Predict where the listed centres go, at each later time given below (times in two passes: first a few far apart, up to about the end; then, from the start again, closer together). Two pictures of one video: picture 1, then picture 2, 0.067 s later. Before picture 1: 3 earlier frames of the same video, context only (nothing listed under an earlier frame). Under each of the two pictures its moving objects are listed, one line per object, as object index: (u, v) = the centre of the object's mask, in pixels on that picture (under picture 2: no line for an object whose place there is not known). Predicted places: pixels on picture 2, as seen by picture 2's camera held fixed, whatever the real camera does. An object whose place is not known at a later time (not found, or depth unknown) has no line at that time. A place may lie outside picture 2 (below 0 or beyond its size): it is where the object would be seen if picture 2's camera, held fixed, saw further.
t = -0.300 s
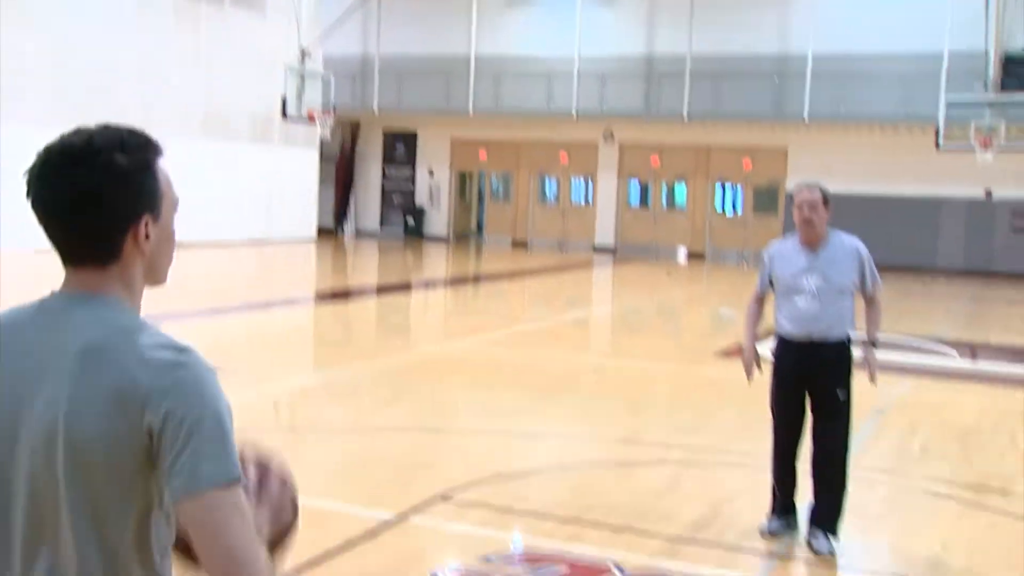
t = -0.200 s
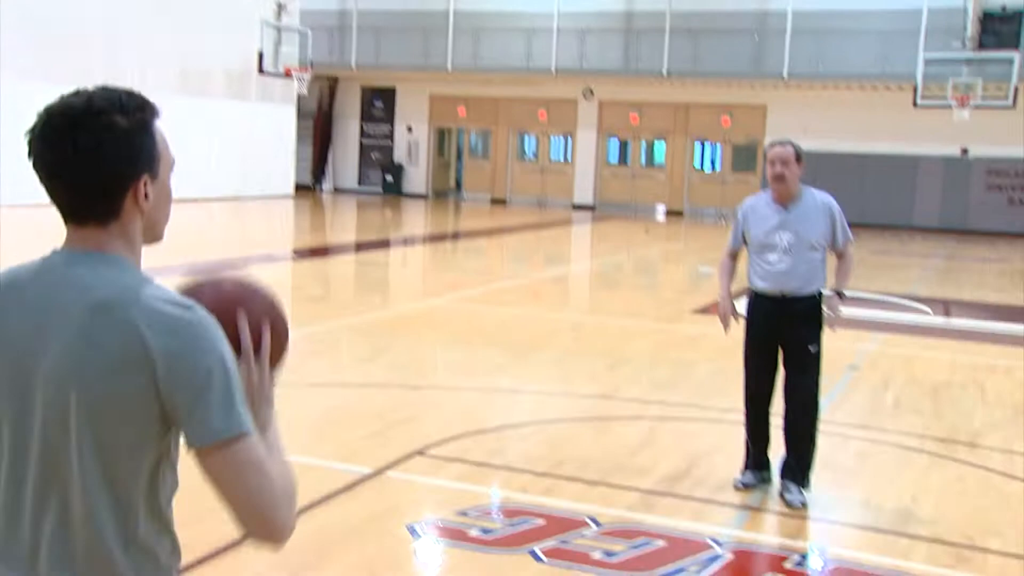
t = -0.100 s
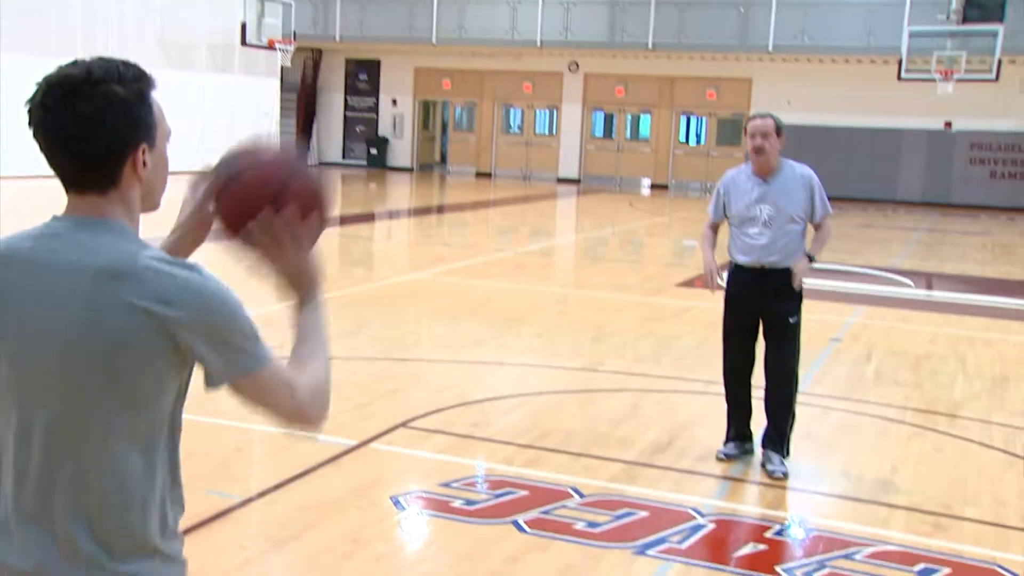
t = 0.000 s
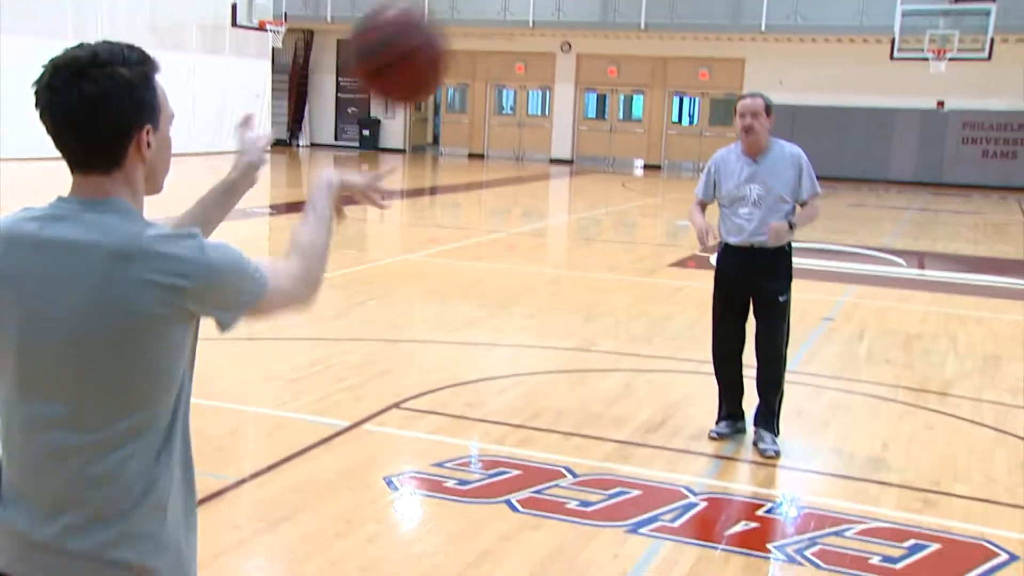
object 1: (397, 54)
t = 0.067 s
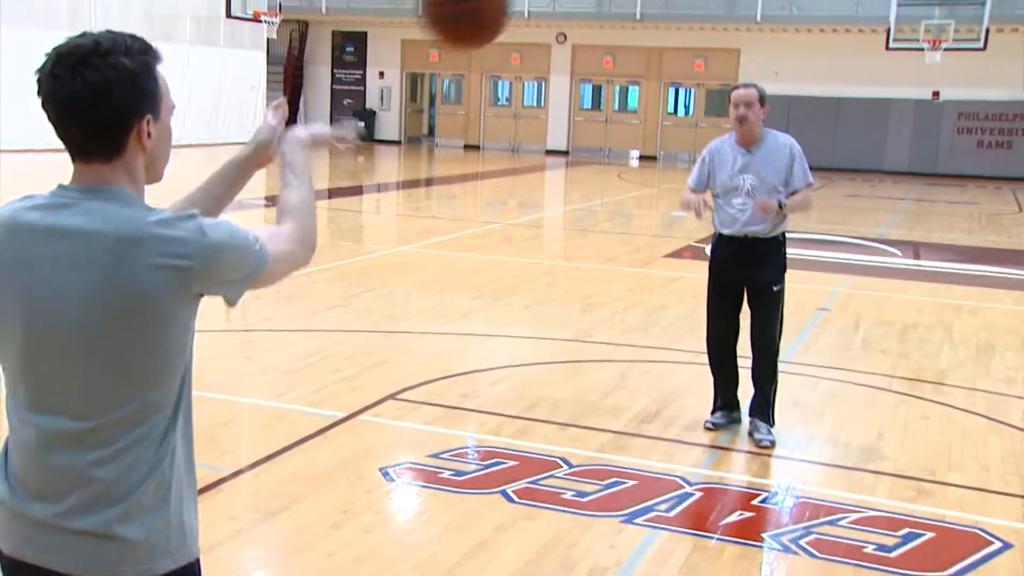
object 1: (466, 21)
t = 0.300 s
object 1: (629, 23)
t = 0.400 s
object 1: (673, 45)
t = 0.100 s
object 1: (498, 17)
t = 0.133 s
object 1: (526, 15)
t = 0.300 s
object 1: (629, 23)
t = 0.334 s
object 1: (645, 28)
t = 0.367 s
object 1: (659, 35)
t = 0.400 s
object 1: (673, 45)
